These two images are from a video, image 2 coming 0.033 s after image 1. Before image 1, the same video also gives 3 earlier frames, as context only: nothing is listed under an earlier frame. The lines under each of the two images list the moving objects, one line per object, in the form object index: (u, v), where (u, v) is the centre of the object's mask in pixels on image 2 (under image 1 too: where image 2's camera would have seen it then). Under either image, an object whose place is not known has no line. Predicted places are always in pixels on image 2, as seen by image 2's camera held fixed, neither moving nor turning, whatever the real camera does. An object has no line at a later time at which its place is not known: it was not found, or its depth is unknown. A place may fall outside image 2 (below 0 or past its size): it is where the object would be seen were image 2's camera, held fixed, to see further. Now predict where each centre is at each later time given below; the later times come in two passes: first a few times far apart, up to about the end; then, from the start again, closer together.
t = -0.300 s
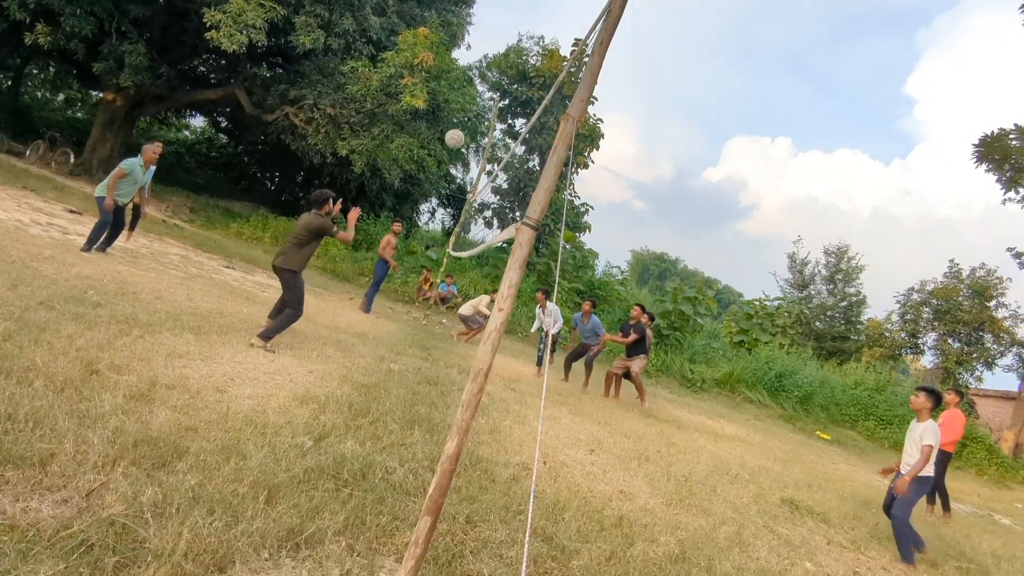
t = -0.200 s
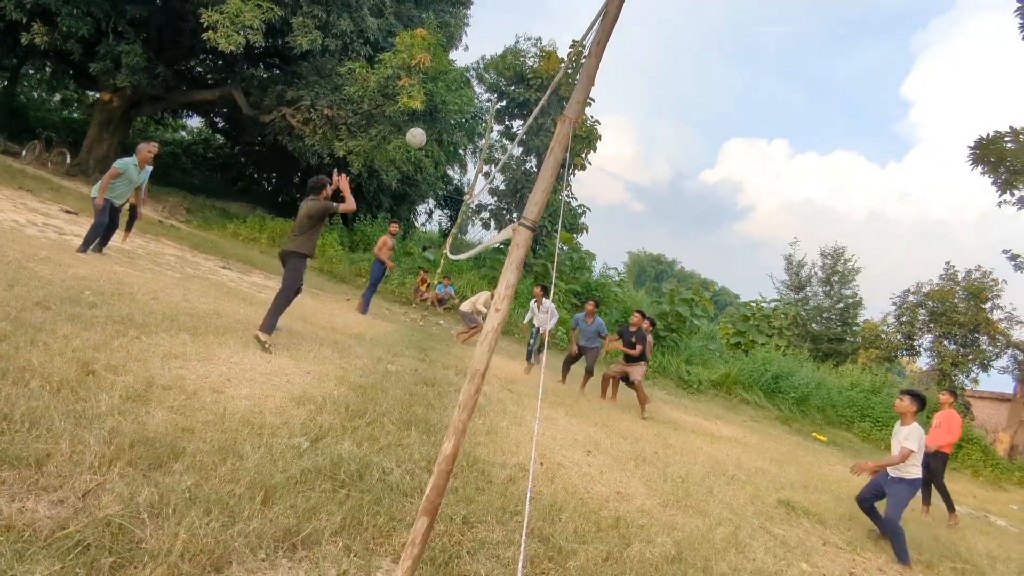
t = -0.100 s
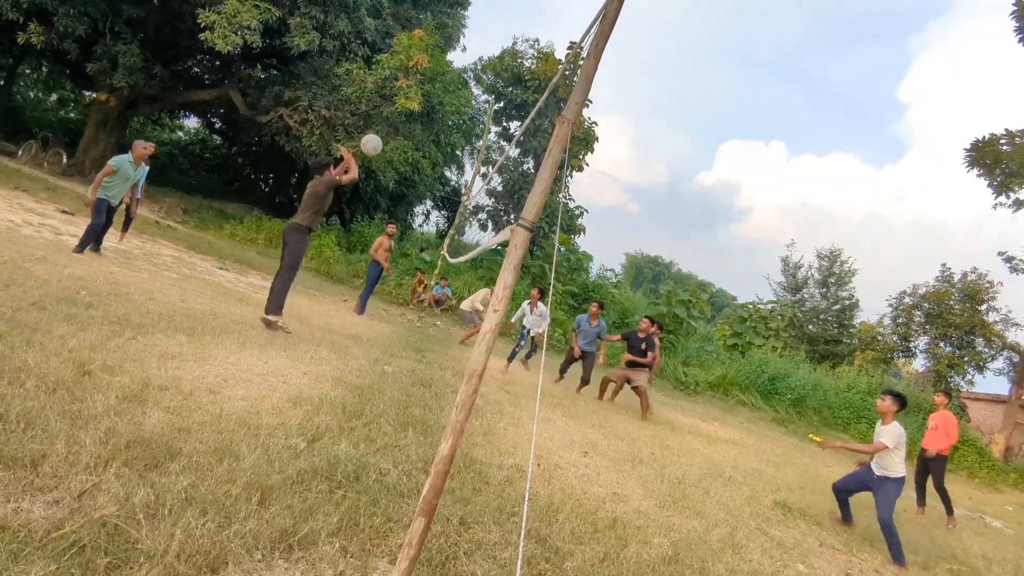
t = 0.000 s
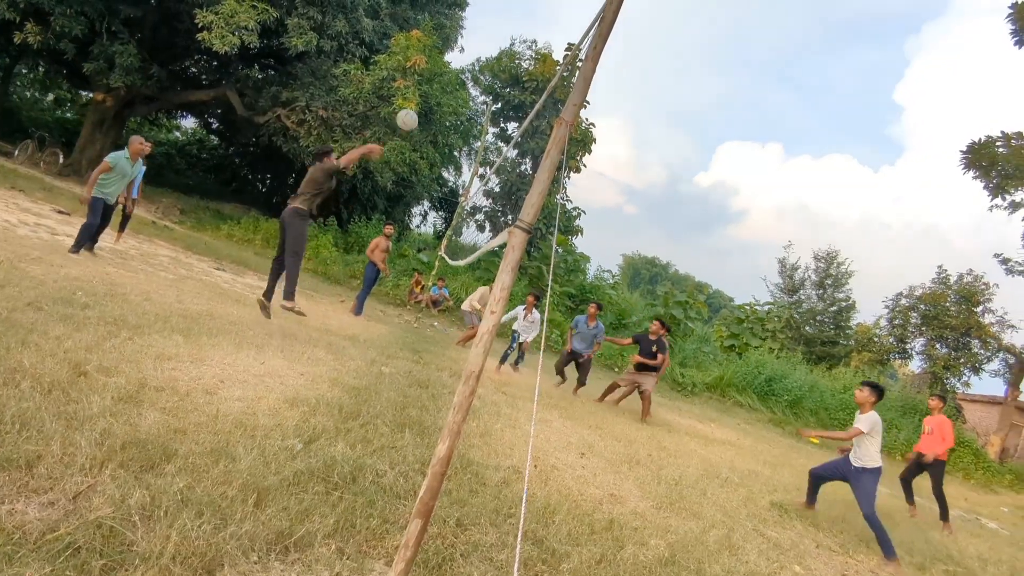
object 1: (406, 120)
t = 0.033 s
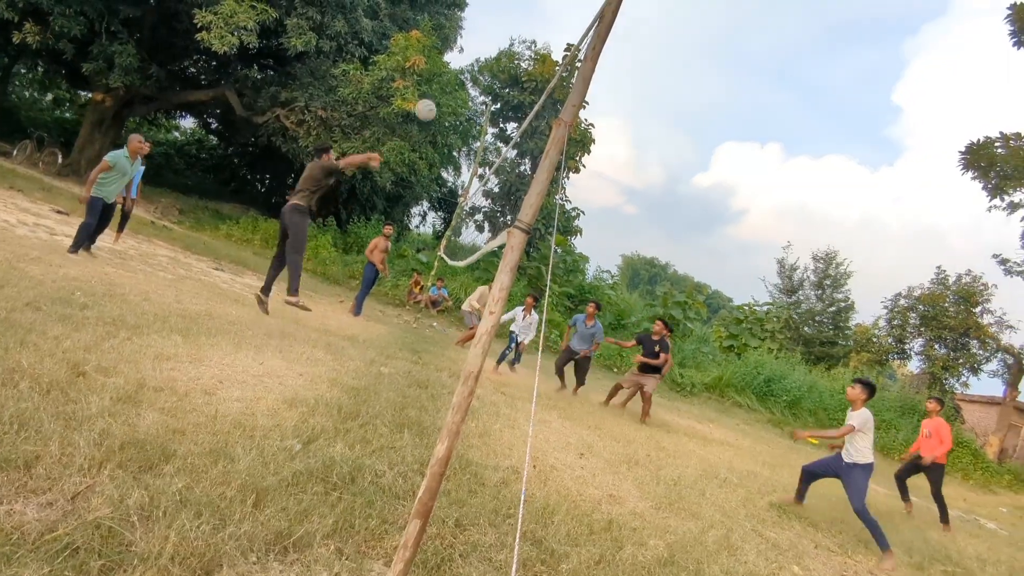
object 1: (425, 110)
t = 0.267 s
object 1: (545, 66)
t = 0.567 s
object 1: (665, 82)
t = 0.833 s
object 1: (744, 152)
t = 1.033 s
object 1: (785, 239)
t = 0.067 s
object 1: (444, 100)
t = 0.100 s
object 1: (461, 93)
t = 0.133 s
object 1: (480, 86)
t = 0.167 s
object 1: (497, 80)
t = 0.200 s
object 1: (514, 75)
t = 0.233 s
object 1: (529, 71)
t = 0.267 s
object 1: (545, 66)
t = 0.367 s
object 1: (596, 67)
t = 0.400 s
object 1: (604, 66)
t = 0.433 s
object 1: (616, 67)
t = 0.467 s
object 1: (629, 69)
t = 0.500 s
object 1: (641, 72)
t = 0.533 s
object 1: (653, 77)
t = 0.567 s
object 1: (665, 82)
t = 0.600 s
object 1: (675, 87)
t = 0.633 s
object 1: (686, 94)
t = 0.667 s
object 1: (697, 102)
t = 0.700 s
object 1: (707, 110)
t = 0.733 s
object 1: (717, 120)
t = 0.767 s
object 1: (726, 130)
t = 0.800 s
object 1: (735, 140)
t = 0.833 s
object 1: (744, 152)
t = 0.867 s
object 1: (752, 165)
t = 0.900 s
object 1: (760, 178)
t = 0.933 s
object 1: (767, 192)
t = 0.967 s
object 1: (774, 207)
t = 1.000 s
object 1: (779, 222)
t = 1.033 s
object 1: (785, 239)
